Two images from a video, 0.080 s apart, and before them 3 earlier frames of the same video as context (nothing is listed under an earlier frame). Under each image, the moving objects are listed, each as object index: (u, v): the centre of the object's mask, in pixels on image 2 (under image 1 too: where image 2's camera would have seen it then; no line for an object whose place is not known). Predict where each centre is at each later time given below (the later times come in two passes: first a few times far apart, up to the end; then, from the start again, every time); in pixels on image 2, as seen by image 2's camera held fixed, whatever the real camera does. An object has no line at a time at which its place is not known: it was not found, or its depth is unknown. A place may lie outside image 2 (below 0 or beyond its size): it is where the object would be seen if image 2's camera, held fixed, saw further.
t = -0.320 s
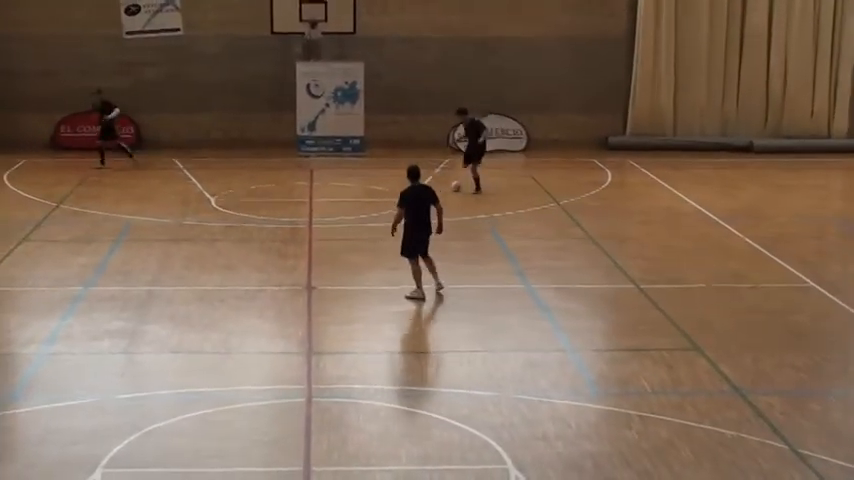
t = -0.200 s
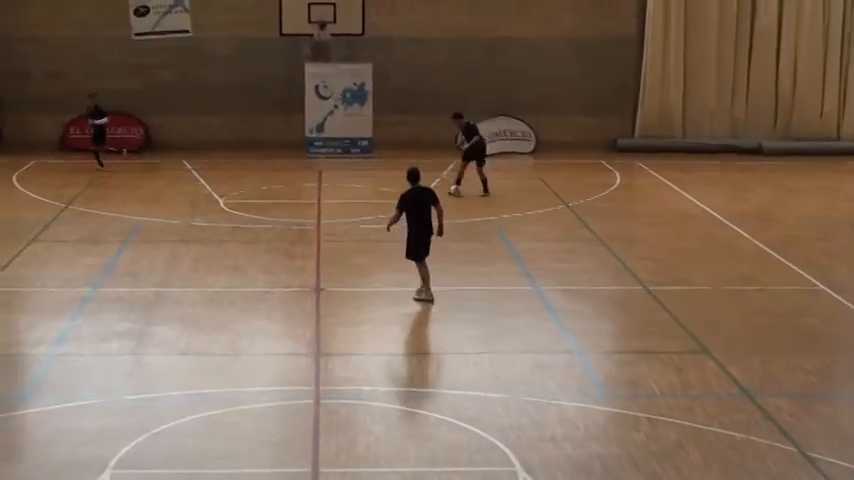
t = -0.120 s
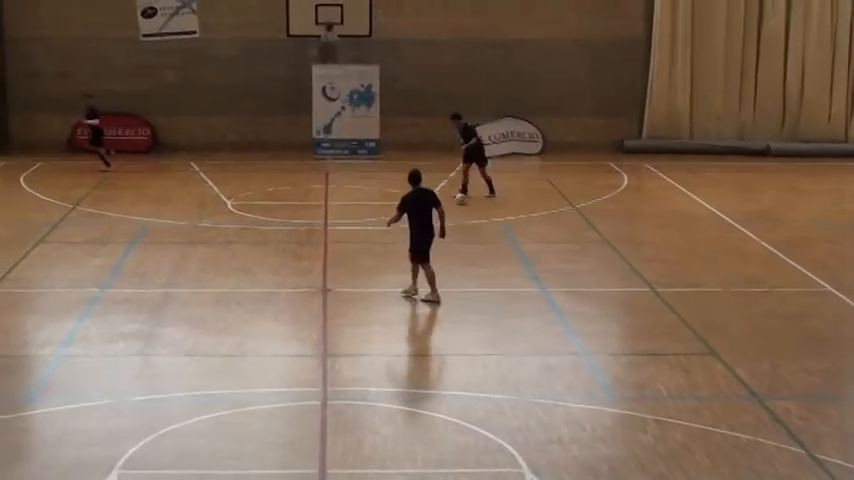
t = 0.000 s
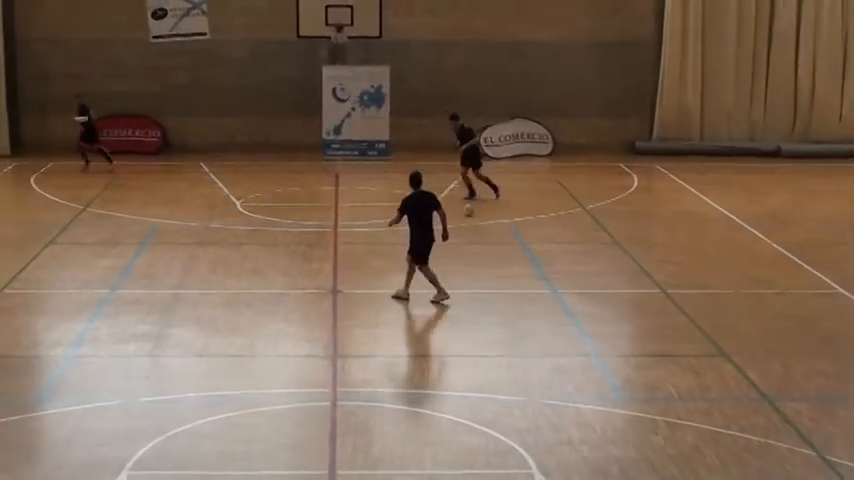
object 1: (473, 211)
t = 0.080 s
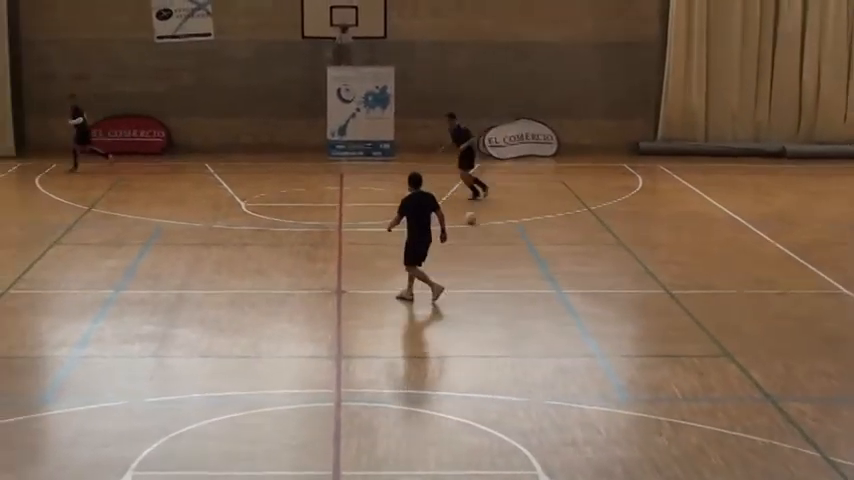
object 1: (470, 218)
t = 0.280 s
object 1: (465, 234)
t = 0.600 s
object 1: (453, 258)
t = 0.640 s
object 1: (452, 262)
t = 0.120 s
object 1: (470, 221)
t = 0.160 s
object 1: (468, 225)
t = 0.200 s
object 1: (467, 228)
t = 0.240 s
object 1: (466, 231)
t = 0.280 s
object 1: (465, 234)
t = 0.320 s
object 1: (463, 237)
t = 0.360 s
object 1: (462, 241)
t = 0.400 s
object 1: (461, 244)
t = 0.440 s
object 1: (459, 246)
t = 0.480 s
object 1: (457, 249)
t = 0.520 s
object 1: (456, 252)
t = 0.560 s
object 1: (455, 256)
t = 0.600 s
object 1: (453, 258)
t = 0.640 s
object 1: (452, 262)
